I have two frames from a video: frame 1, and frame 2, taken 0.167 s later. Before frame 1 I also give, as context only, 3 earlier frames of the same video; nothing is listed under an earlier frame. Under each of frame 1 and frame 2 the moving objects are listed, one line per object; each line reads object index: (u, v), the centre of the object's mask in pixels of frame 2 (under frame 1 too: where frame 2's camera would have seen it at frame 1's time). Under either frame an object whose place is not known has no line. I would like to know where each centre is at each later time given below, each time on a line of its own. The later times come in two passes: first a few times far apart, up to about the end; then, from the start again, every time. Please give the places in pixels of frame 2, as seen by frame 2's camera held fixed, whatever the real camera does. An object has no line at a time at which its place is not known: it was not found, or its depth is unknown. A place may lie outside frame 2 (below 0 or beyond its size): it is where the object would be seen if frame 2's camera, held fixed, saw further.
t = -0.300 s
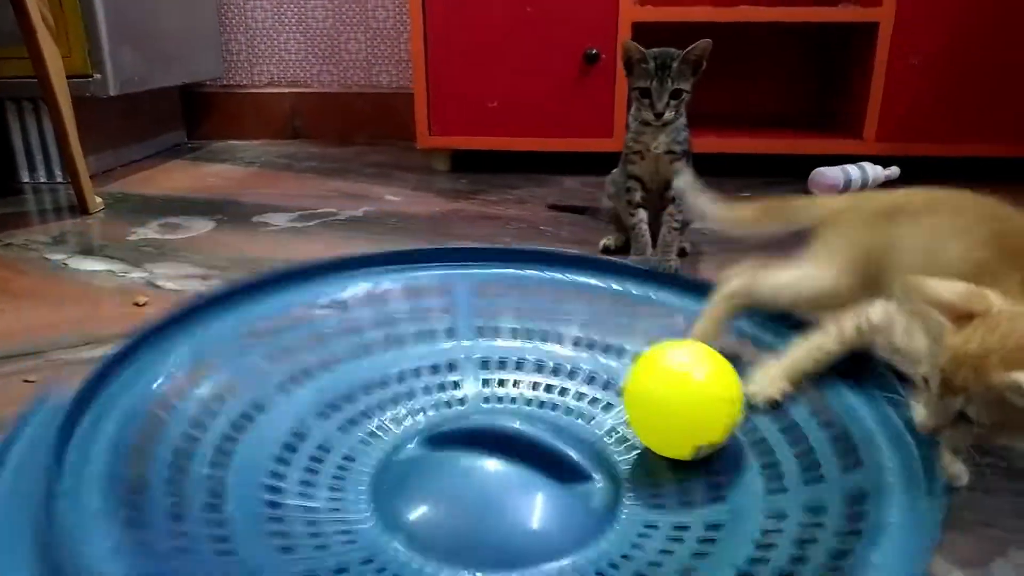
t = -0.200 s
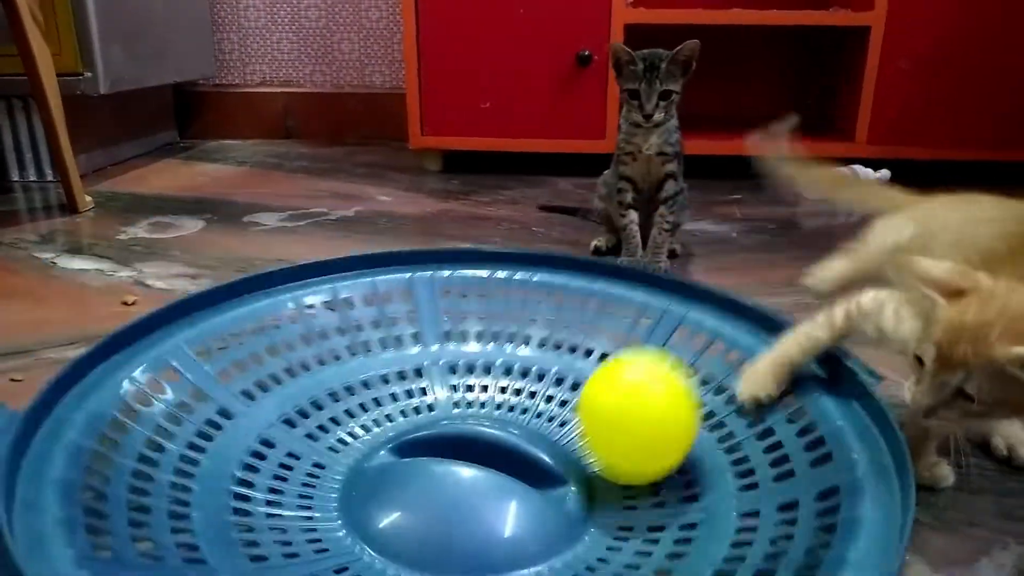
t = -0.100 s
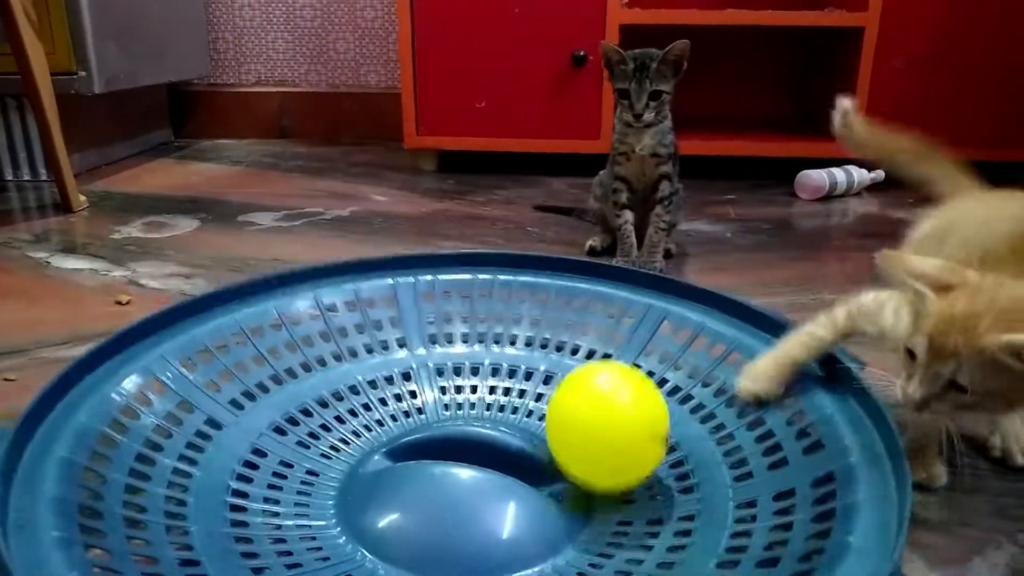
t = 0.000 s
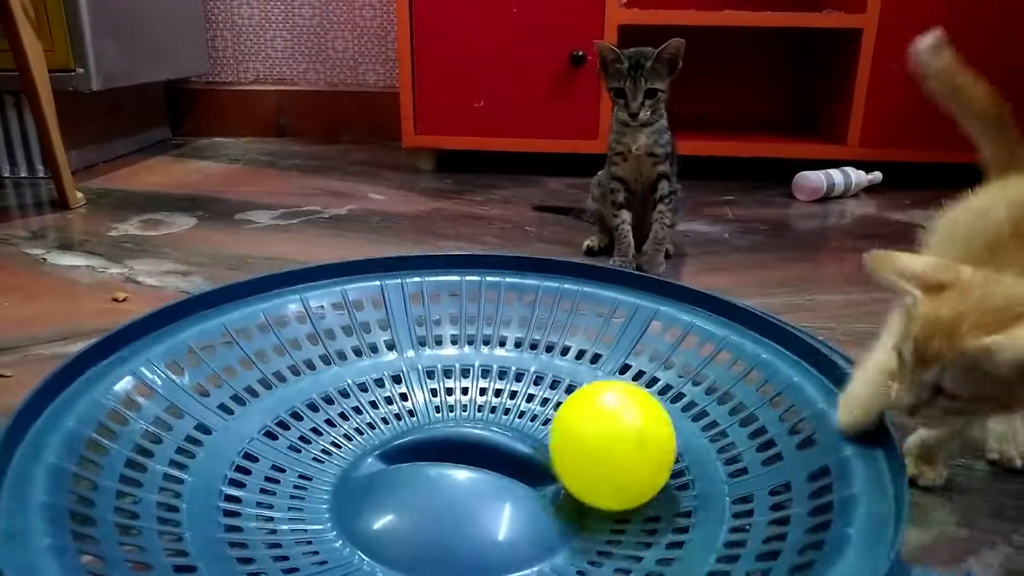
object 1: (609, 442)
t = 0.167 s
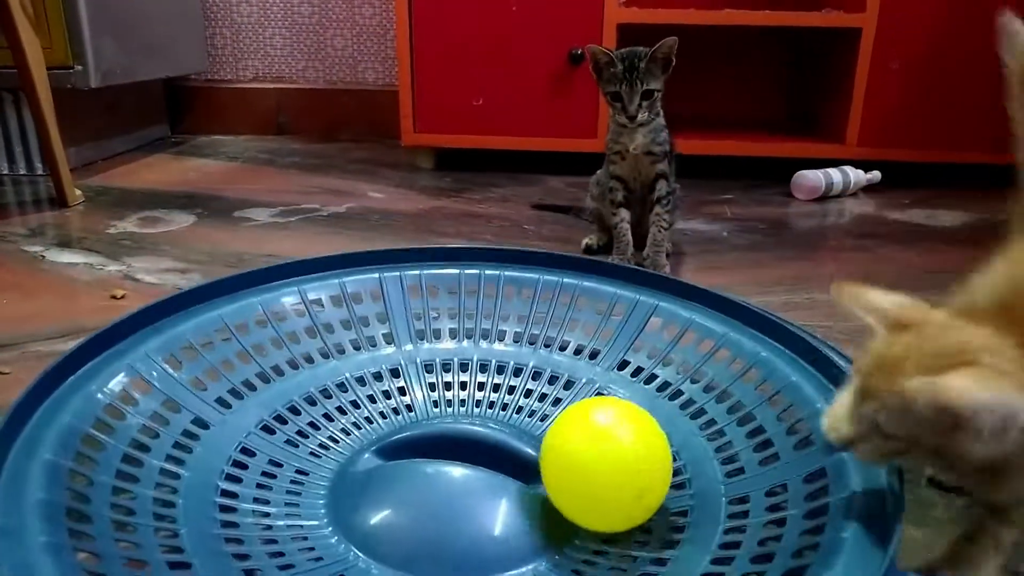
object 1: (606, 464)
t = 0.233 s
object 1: (603, 471)
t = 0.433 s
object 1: (587, 497)
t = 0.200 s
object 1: (605, 468)
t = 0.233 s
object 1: (603, 471)
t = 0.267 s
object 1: (601, 477)
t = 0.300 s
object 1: (599, 481)
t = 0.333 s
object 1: (597, 485)
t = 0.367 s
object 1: (593, 487)
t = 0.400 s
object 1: (591, 492)
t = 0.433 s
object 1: (587, 497)
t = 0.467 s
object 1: (582, 499)
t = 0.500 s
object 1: (576, 500)
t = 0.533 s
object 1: (573, 504)
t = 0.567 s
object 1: (569, 505)
